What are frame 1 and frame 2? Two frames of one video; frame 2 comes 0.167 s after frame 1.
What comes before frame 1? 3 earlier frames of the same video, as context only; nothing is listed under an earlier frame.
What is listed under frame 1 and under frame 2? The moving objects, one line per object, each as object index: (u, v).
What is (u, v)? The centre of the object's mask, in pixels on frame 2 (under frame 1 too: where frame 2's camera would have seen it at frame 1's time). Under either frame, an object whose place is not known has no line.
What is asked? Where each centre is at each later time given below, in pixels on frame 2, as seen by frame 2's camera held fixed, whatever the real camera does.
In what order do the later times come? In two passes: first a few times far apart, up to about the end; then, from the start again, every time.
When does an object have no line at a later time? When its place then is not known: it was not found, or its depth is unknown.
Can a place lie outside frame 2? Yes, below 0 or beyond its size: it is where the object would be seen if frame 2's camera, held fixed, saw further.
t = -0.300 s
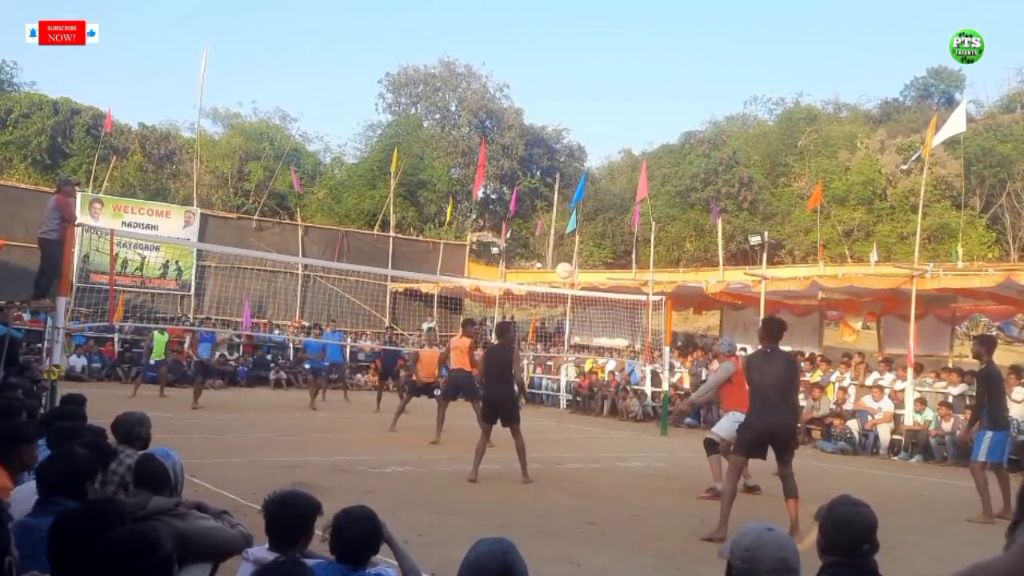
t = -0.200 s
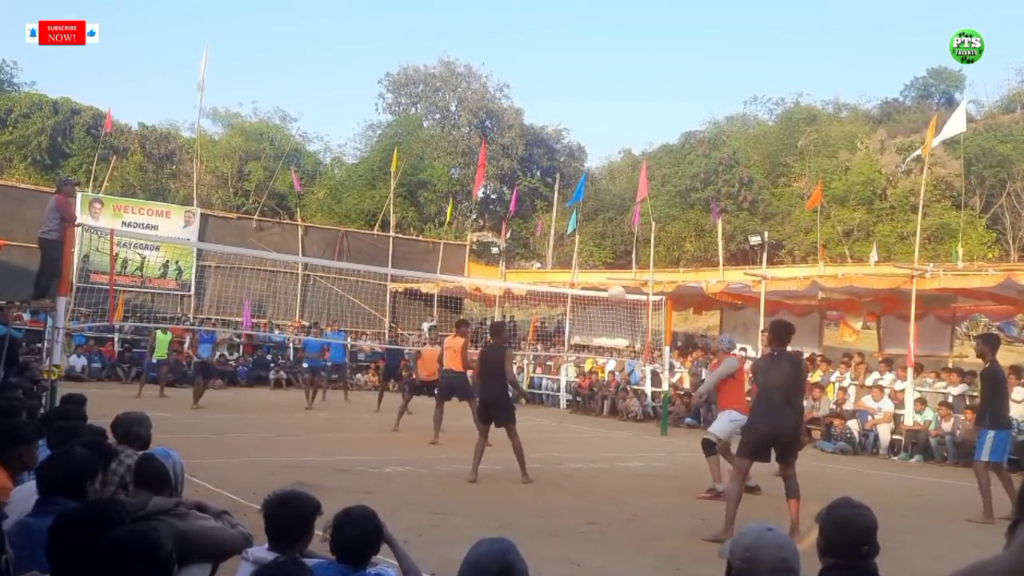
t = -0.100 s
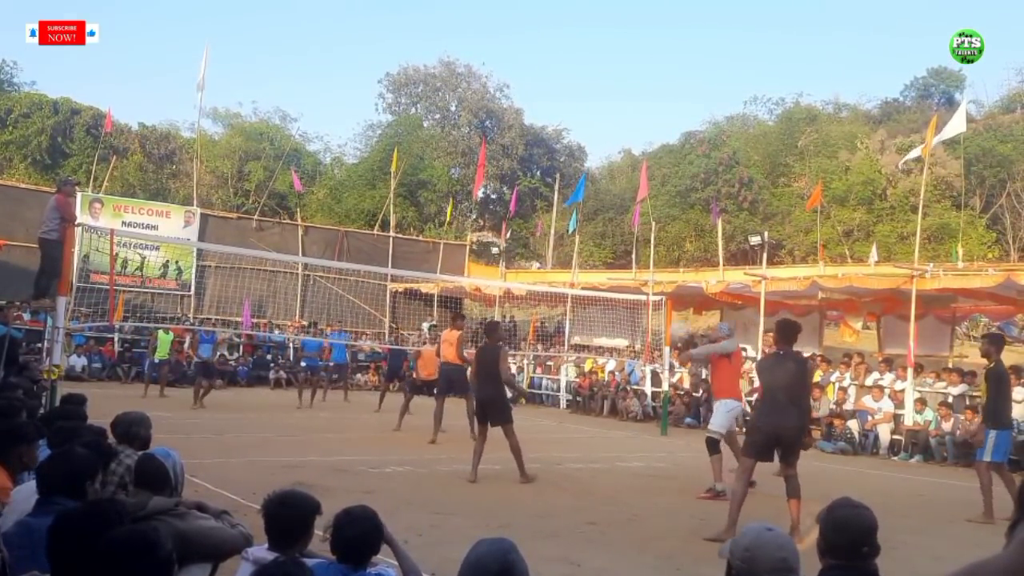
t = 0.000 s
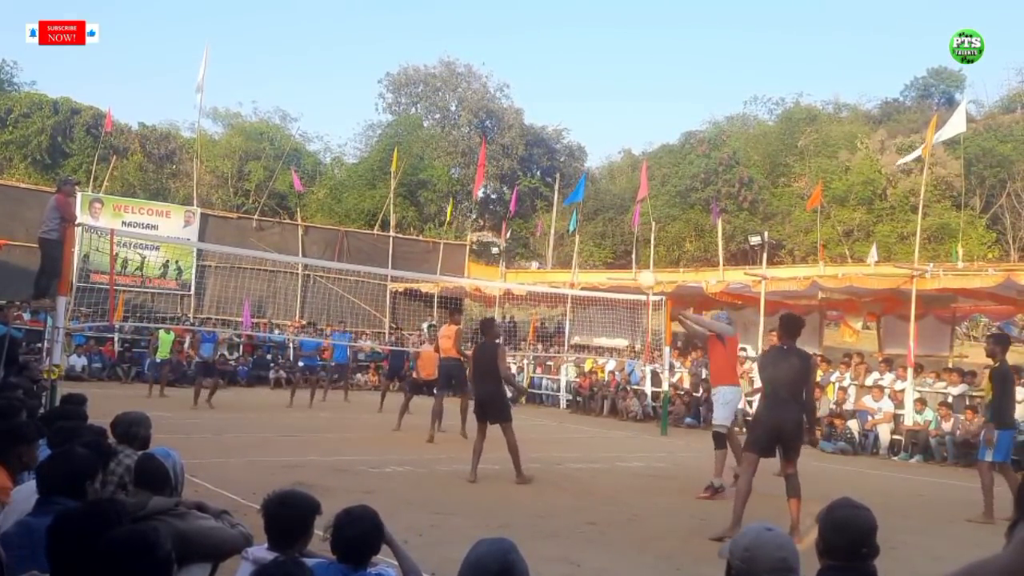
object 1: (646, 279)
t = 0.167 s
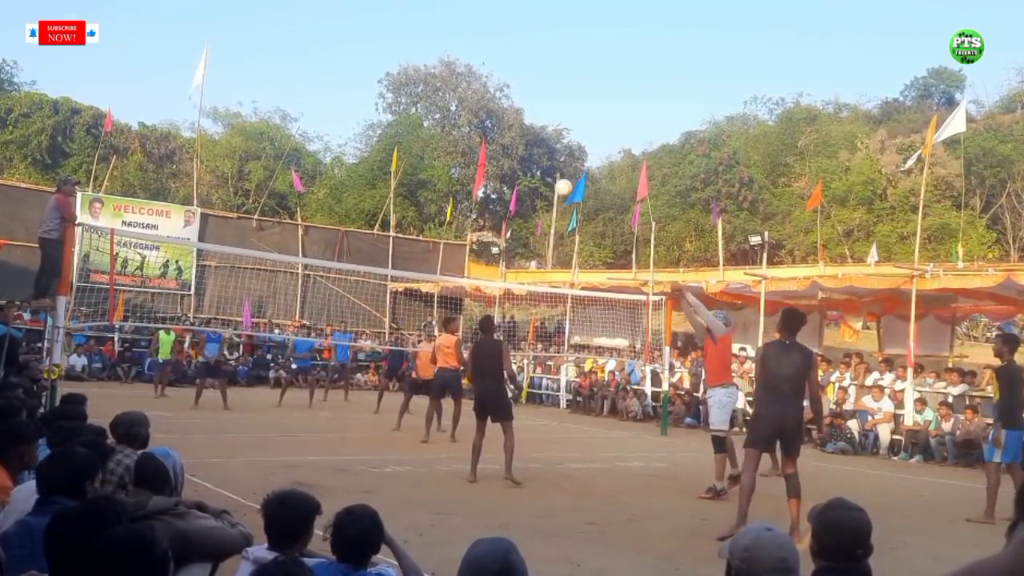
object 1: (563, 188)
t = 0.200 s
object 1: (551, 177)
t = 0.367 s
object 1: (499, 141)
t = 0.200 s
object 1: (551, 177)
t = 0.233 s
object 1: (540, 167)
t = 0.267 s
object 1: (529, 159)
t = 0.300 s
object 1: (519, 153)
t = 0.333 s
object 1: (509, 146)
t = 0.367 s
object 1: (499, 141)
